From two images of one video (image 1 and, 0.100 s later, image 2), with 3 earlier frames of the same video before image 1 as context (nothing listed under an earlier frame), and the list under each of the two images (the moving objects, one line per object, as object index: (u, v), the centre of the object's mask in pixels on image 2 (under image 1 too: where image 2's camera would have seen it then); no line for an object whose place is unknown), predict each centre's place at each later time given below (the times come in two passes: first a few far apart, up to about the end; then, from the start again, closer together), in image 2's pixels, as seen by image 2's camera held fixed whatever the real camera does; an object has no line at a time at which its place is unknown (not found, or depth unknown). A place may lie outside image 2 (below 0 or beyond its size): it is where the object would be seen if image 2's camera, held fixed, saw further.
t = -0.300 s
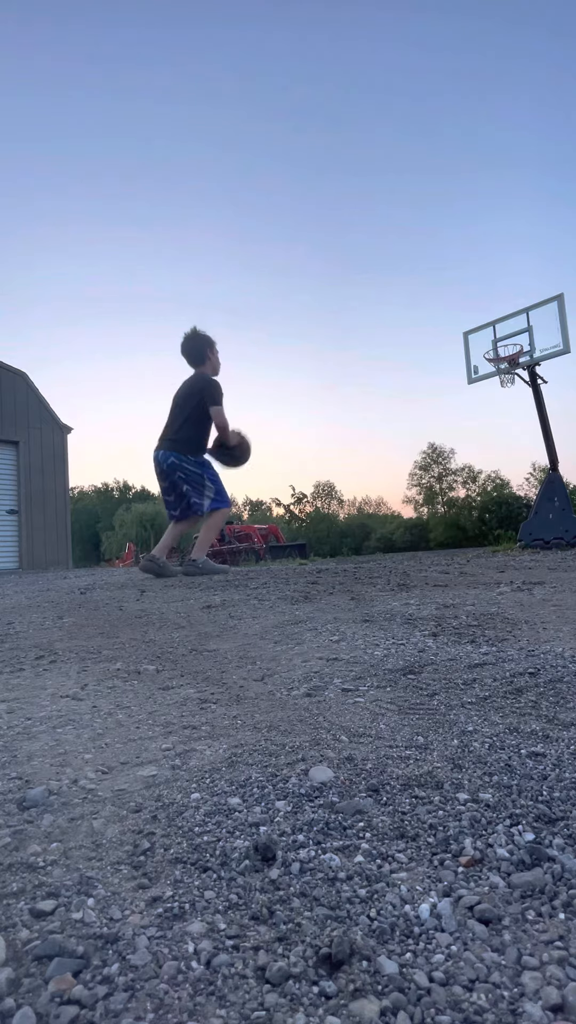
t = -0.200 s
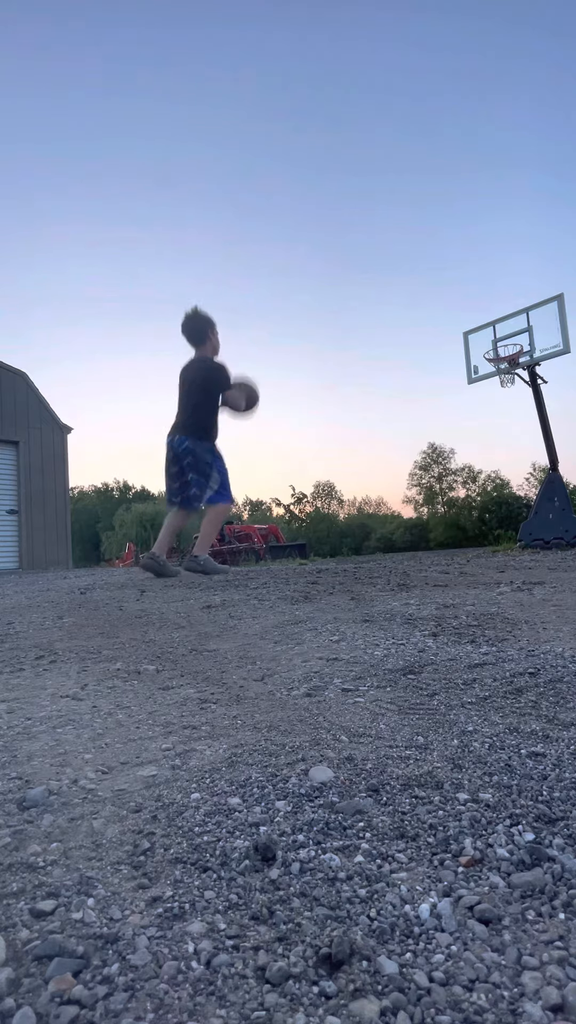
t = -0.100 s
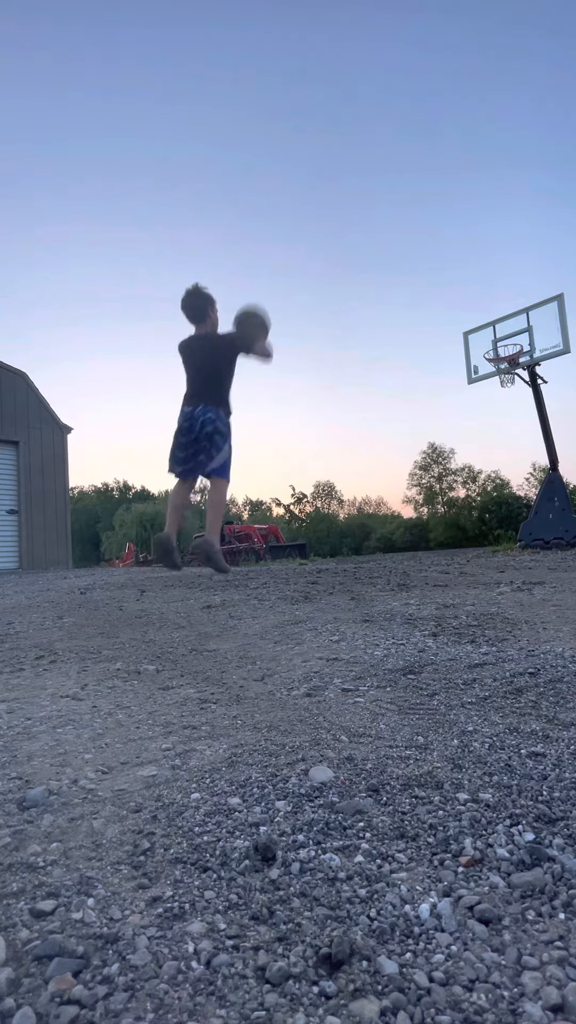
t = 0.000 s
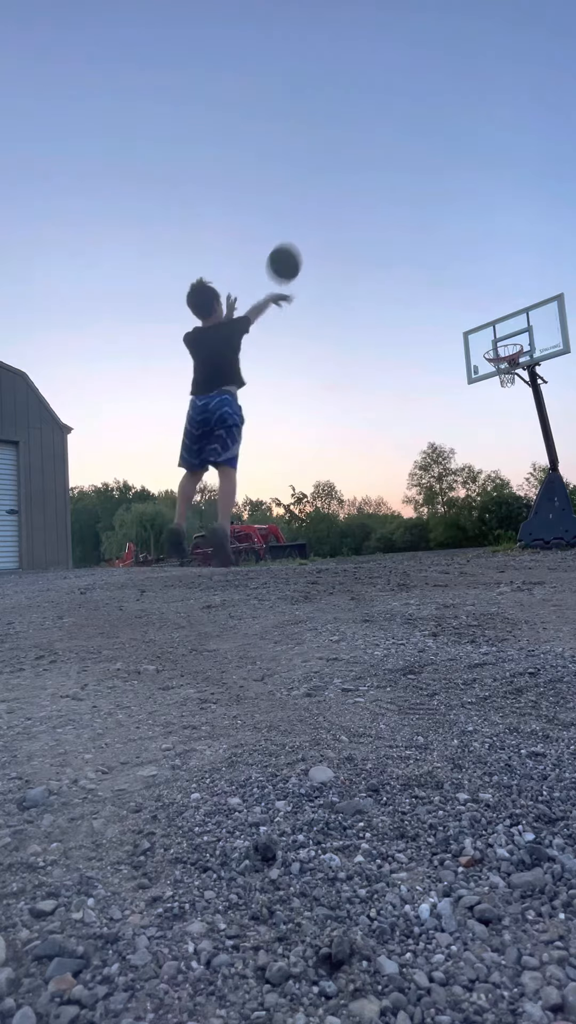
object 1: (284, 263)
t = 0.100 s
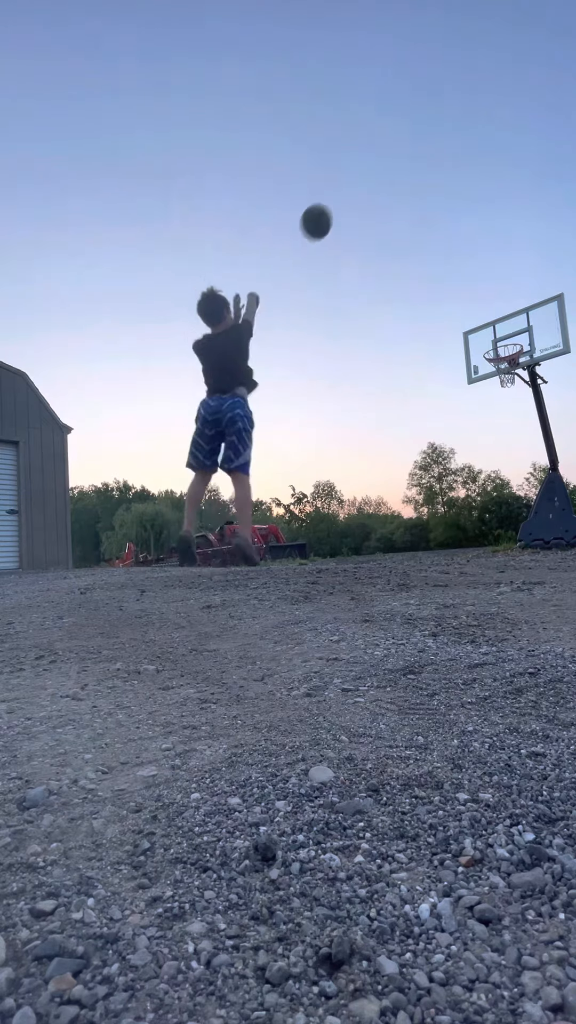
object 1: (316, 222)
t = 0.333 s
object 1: (376, 184)
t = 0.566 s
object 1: (423, 200)
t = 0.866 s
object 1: (476, 272)
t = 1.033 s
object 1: (504, 332)
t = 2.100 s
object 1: (519, 511)
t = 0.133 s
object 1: (326, 212)
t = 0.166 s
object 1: (335, 204)
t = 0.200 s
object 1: (344, 197)
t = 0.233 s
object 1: (352, 192)
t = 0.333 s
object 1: (376, 184)
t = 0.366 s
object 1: (383, 184)
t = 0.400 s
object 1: (390, 184)
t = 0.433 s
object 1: (397, 186)
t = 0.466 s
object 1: (404, 188)
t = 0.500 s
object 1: (410, 191)
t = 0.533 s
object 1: (417, 195)
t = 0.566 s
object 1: (423, 200)
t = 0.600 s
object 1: (429, 205)
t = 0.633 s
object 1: (435, 212)
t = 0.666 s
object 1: (442, 219)
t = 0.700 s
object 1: (448, 226)
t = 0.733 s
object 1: (453, 234)
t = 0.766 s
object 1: (459, 243)
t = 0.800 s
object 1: (465, 252)
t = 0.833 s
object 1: (471, 262)
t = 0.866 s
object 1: (476, 272)
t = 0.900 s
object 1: (482, 282)
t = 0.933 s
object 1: (487, 294)
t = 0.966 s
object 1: (492, 305)
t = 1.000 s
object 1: (498, 317)
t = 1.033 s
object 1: (504, 332)
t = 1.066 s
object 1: (509, 344)
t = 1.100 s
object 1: (510, 356)
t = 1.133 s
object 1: (508, 363)
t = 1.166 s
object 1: (500, 372)
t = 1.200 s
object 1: (496, 374)
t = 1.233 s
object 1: (494, 374)
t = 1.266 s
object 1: (494, 373)
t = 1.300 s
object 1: (494, 372)
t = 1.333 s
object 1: (494, 372)
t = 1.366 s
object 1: (494, 373)
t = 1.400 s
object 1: (494, 375)
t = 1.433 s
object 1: (494, 377)
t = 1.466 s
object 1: (494, 380)
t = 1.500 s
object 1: (495, 384)
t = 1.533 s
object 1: (495, 389)
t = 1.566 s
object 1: (496, 394)
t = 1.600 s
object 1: (497, 401)
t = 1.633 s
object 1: (498, 408)
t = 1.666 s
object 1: (499, 416)
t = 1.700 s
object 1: (500, 425)
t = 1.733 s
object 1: (501, 435)
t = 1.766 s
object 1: (503, 446)
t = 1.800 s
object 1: (504, 458)
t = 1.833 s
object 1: (506, 472)
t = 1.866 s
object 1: (508, 486)
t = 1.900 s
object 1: (510, 500)
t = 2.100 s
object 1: (519, 511)
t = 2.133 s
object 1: (521, 503)
